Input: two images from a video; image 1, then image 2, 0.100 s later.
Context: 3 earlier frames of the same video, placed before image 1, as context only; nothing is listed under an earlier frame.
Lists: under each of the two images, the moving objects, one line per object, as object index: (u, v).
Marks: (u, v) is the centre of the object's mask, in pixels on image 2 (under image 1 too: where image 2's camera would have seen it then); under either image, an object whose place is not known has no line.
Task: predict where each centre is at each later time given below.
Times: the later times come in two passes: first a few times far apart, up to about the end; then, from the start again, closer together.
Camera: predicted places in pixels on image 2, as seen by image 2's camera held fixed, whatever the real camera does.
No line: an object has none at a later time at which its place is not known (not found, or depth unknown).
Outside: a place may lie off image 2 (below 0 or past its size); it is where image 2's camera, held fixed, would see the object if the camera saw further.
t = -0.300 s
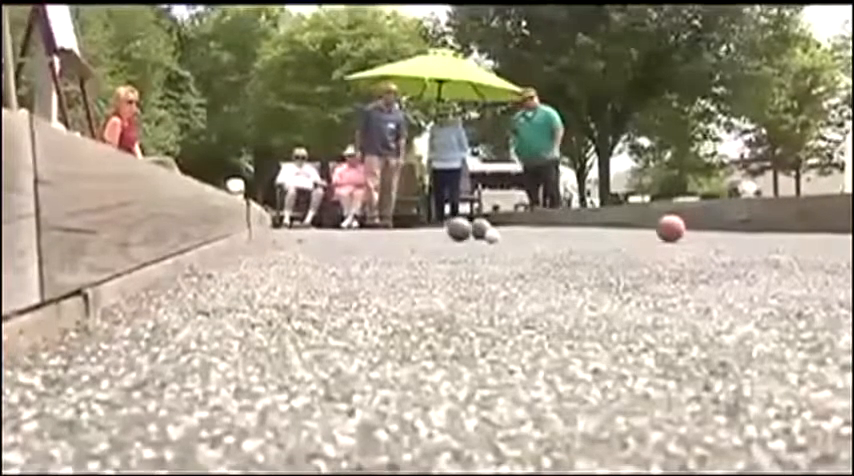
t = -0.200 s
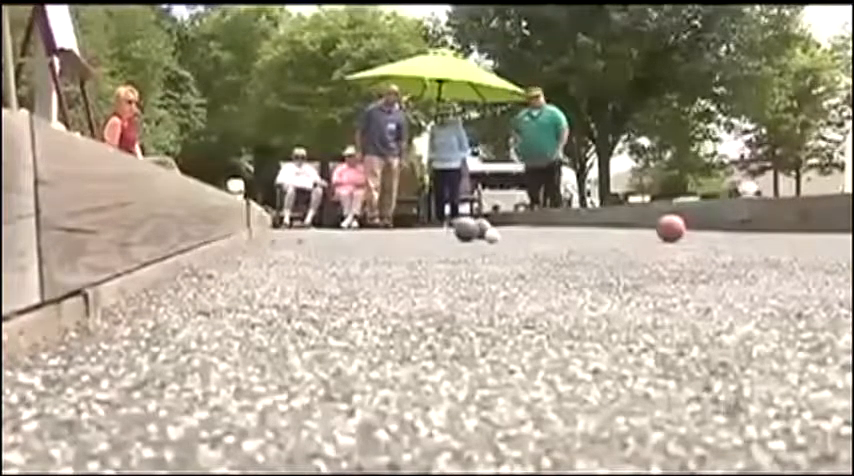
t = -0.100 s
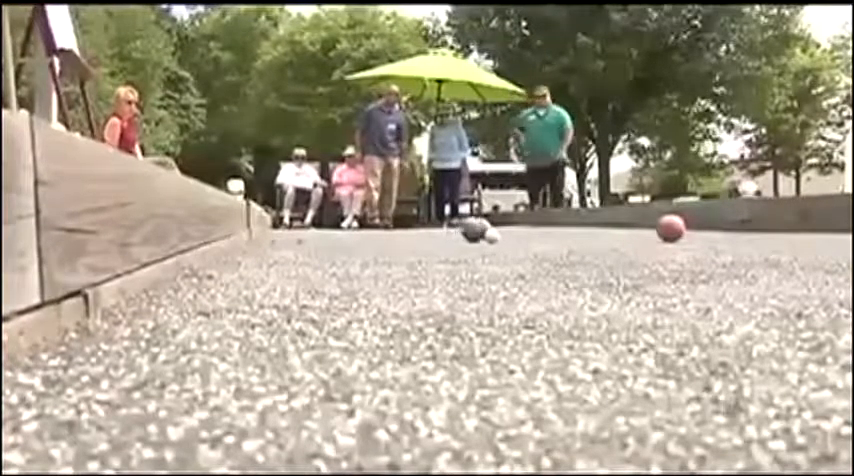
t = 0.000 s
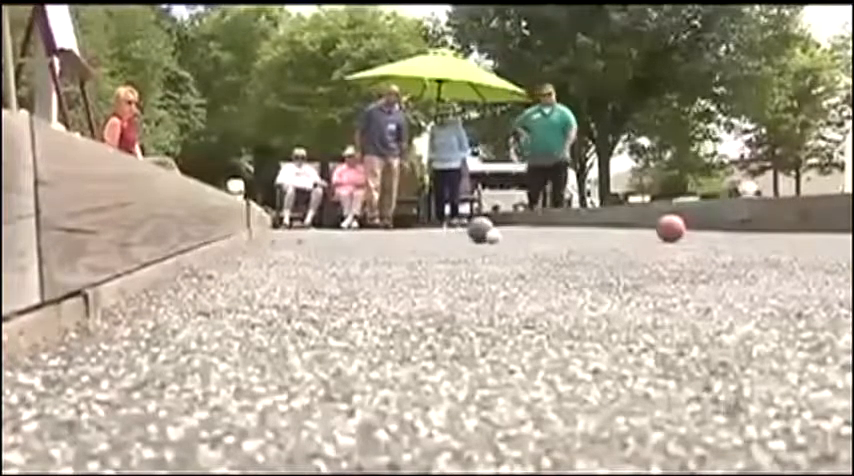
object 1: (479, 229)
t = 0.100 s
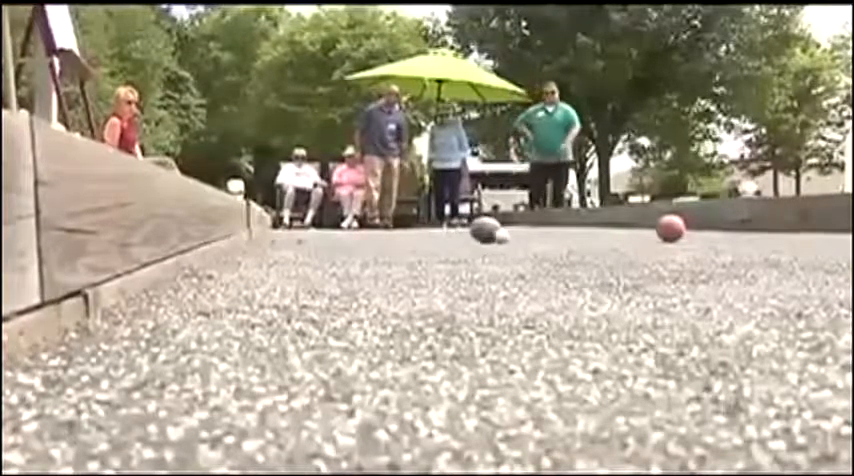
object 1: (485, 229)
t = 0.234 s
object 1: (496, 229)
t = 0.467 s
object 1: (506, 230)
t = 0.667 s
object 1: (516, 230)
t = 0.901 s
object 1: (526, 231)
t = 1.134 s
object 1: (535, 231)
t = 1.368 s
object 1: (543, 232)
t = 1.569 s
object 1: (554, 233)
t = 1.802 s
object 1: (563, 233)
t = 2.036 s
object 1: (565, 233)
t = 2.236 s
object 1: (566, 233)
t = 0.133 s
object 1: (490, 229)
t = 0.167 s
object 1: (492, 229)
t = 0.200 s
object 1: (494, 229)
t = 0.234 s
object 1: (496, 229)
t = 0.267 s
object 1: (498, 229)
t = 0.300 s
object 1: (499, 229)
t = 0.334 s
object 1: (500, 229)
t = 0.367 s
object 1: (501, 230)
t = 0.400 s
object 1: (502, 230)
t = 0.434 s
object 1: (505, 230)
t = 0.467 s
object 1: (506, 230)
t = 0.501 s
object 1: (507, 230)
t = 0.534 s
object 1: (509, 230)
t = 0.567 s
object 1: (511, 230)
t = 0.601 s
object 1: (512, 230)
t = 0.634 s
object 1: (514, 230)
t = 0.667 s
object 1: (516, 230)
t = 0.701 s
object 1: (517, 231)
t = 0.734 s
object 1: (519, 230)
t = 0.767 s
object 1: (520, 231)
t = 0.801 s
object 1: (521, 230)
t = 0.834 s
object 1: (523, 231)
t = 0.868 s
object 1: (524, 230)
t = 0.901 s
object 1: (526, 231)
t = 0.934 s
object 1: (527, 230)
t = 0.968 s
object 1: (529, 231)
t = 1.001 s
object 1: (530, 231)
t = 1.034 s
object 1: (532, 231)
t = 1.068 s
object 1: (533, 231)
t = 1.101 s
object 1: (534, 231)
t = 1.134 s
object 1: (535, 231)
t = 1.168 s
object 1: (536, 231)
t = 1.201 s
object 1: (537, 232)
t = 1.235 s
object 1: (539, 232)
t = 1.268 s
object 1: (540, 232)
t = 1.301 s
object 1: (540, 232)
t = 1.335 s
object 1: (542, 232)
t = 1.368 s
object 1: (543, 232)
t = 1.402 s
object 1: (546, 233)
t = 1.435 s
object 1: (547, 233)
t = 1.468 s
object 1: (549, 233)
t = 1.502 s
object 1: (551, 233)
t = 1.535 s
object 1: (553, 233)
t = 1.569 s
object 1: (554, 233)
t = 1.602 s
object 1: (556, 232)
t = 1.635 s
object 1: (558, 233)
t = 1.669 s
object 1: (559, 233)
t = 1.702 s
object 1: (561, 233)
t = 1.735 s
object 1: (563, 233)
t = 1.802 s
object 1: (563, 233)
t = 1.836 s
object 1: (563, 233)
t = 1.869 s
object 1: (565, 233)
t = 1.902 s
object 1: (565, 233)
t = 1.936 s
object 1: (565, 233)
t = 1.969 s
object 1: (565, 233)
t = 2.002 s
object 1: (565, 233)
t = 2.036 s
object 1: (565, 233)
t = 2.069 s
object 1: (565, 233)
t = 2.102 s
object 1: (565, 233)
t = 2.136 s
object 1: (565, 233)
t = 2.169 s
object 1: (565, 233)
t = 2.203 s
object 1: (565, 233)
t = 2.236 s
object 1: (566, 233)
